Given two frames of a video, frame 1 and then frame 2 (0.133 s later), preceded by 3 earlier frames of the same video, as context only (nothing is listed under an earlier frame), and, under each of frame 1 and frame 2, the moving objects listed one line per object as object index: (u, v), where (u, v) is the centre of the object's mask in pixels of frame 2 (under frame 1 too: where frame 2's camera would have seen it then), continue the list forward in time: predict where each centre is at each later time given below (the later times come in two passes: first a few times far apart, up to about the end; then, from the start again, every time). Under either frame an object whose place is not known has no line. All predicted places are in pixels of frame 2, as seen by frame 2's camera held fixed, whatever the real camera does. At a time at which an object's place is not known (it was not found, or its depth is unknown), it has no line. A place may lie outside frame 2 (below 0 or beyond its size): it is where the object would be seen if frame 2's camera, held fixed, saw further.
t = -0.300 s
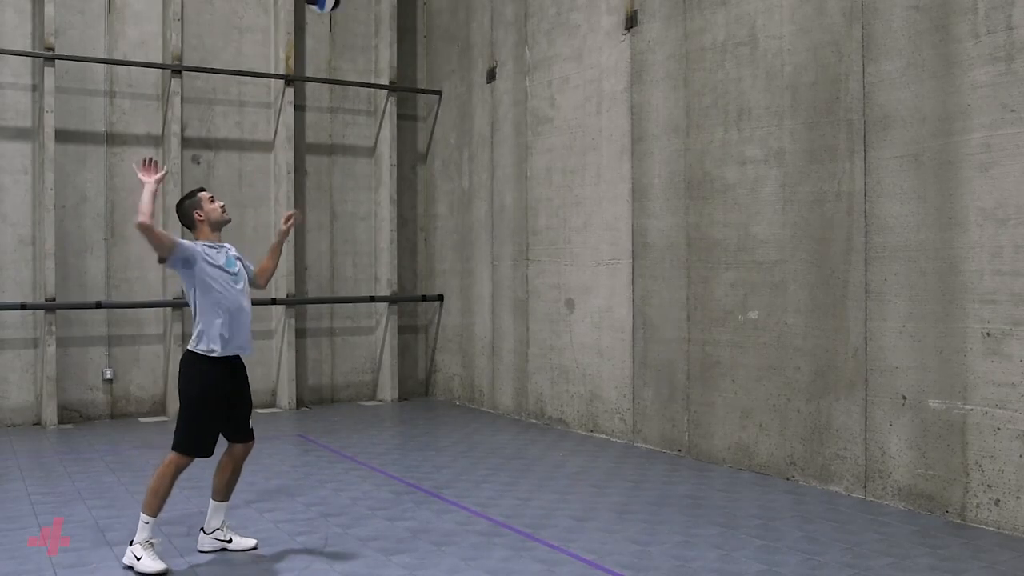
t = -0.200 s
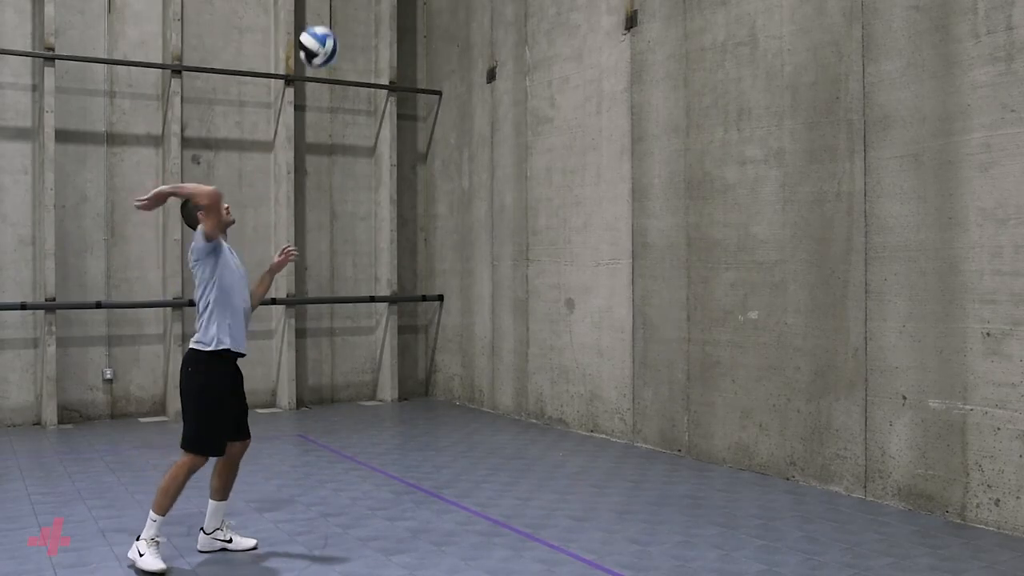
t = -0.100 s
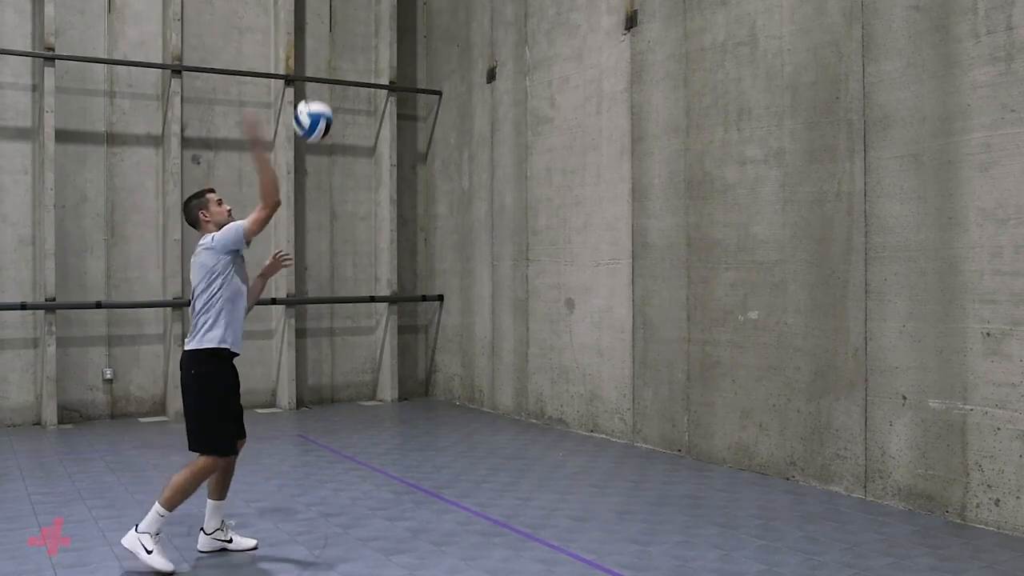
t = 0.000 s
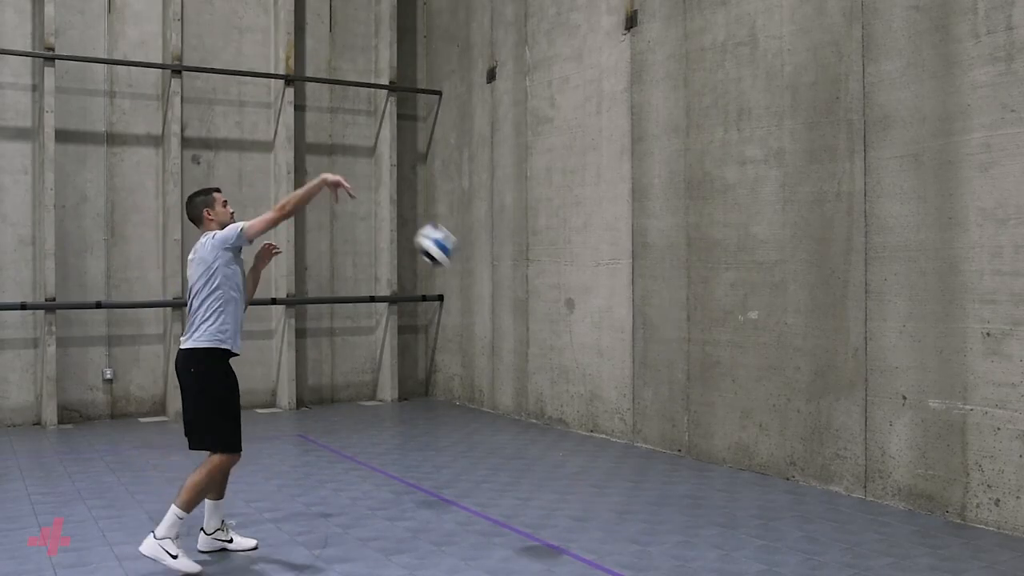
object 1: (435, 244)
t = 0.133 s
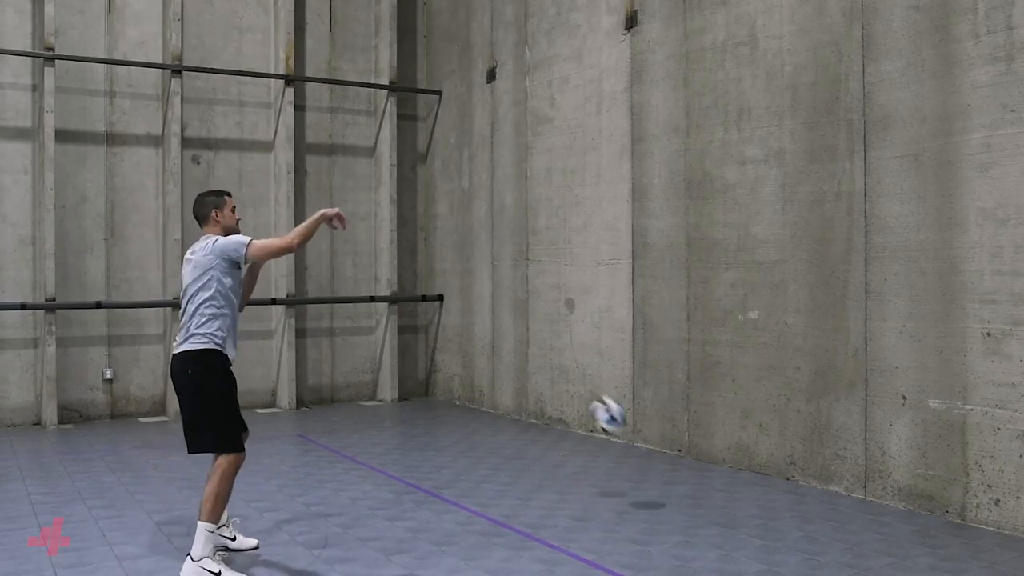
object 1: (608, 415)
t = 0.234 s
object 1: (695, 435)
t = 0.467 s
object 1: (694, 256)
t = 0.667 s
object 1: (581, 156)
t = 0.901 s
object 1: (428, 97)
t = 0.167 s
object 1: (643, 456)
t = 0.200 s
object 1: (675, 472)
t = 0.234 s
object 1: (695, 435)
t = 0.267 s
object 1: (717, 403)
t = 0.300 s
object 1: (738, 371)
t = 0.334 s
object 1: (758, 343)
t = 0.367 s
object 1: (746, 320)
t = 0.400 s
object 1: (729, 299)
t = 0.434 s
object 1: (712, 276)
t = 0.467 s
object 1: (694, 256)
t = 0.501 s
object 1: (676, 237)
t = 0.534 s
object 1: (658, 219)
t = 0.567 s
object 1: (639, 200)
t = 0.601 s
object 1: (620, 184)
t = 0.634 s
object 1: (601, 169)
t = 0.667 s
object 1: (581, 156)
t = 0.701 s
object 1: (560, 143)
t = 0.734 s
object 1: (540, 131)
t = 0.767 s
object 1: (519, 121)
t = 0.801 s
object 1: (497, 113)
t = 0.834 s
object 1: (474, 106)
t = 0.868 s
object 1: (451, 101)
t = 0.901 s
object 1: (428, 97)
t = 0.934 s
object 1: (404, 94)
